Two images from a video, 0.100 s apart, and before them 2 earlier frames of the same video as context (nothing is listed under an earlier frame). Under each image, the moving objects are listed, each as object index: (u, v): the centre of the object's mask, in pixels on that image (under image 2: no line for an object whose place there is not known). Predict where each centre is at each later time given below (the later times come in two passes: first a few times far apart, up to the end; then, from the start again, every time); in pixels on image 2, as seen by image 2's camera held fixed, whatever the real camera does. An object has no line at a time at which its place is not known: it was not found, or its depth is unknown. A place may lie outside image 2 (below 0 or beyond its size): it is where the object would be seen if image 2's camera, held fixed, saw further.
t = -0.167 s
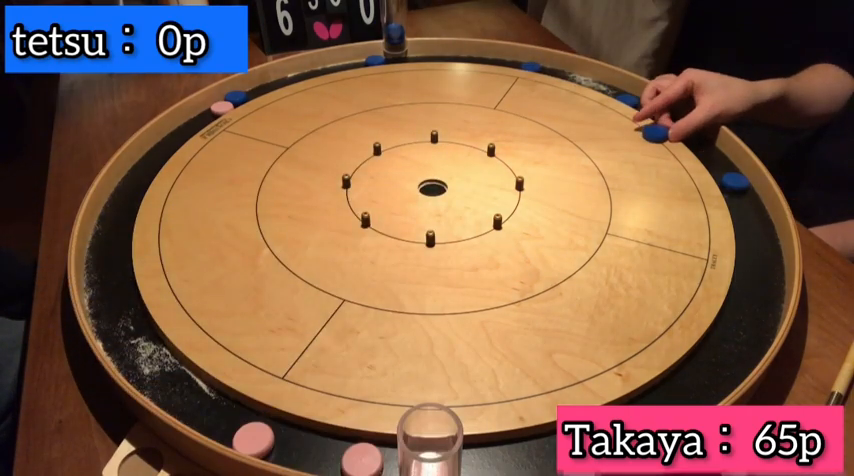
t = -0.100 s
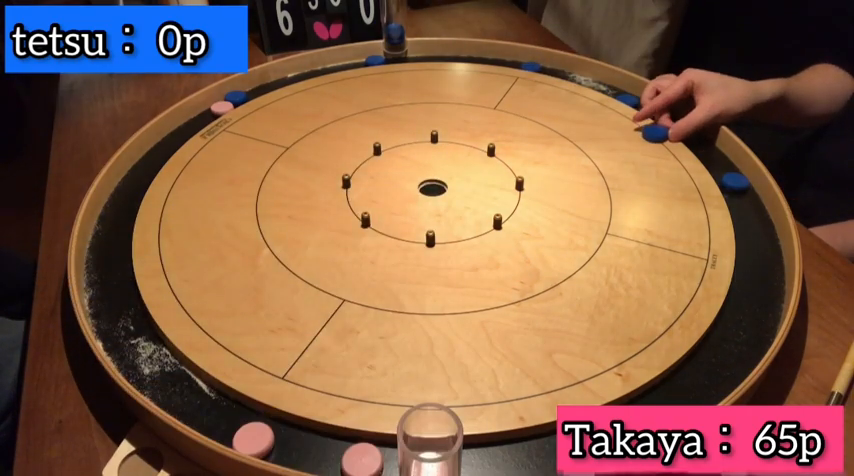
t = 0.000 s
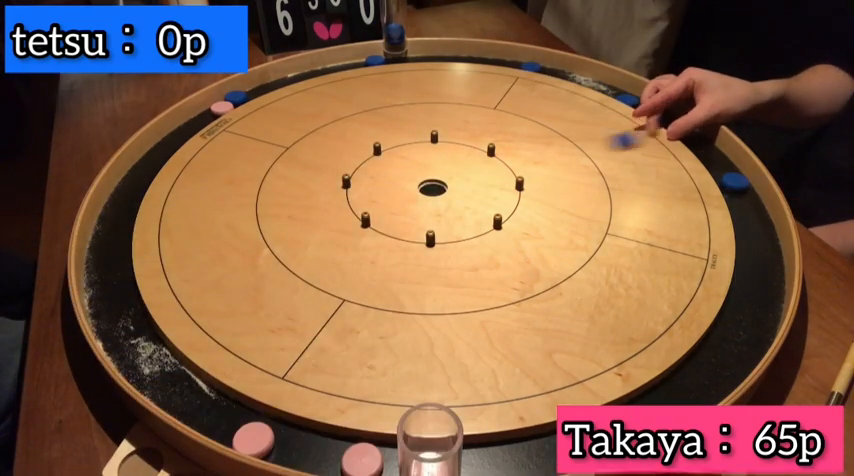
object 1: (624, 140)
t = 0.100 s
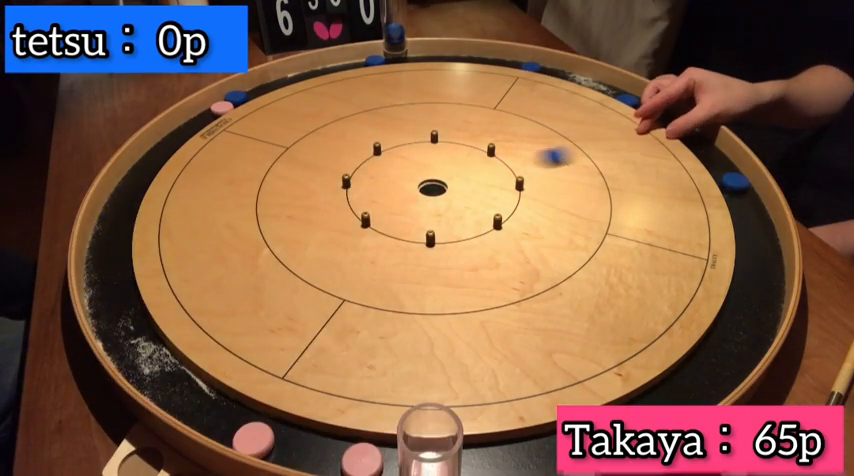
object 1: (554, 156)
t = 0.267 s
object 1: (448, 180)
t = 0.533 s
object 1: (476, 158)
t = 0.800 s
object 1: (465, 163)
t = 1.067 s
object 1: (466, 164)
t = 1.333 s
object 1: (466, 164)
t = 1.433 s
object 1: (466, 164)
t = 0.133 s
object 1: (532, 161)
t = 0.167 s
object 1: (510, 166)
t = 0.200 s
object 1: (489, 171)
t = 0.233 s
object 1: (468, 176)
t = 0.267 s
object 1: (448, 180)
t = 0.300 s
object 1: (434, 183)
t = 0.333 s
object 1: (442, 176)
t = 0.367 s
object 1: (450, 171)
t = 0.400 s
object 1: (458, 167)
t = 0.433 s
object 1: (464, 164)
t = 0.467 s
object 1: (470, 160)
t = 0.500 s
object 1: (476, 158)
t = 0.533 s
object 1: (476, 158)
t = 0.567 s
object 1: (473, 160)
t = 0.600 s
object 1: (469, 161)
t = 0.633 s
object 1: (467, 163)
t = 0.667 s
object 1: (466, 163)
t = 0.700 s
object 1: (465, 163)
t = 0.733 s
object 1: (465, 163)
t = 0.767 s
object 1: (465, 163)
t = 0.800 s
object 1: (465, 163)
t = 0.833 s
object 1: (465, 163)
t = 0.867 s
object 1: (465, 164)
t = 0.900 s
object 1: (465, 164)
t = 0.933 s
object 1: (465, 164)
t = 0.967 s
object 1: (465, 164)
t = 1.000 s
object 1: (465, 164)
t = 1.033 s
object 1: (465, 164)
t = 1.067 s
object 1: (466, 164)
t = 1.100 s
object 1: (466, 164)
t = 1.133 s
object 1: (466, 164)
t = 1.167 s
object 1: (465, 164)
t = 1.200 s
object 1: (466, 164)
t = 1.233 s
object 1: (465, 164)
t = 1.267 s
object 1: (466, 164)
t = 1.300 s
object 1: (466, 164)
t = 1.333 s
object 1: (466, 164)
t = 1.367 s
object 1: (466, 164)
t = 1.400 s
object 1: (466, 164)
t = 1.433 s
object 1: (466, 164)
